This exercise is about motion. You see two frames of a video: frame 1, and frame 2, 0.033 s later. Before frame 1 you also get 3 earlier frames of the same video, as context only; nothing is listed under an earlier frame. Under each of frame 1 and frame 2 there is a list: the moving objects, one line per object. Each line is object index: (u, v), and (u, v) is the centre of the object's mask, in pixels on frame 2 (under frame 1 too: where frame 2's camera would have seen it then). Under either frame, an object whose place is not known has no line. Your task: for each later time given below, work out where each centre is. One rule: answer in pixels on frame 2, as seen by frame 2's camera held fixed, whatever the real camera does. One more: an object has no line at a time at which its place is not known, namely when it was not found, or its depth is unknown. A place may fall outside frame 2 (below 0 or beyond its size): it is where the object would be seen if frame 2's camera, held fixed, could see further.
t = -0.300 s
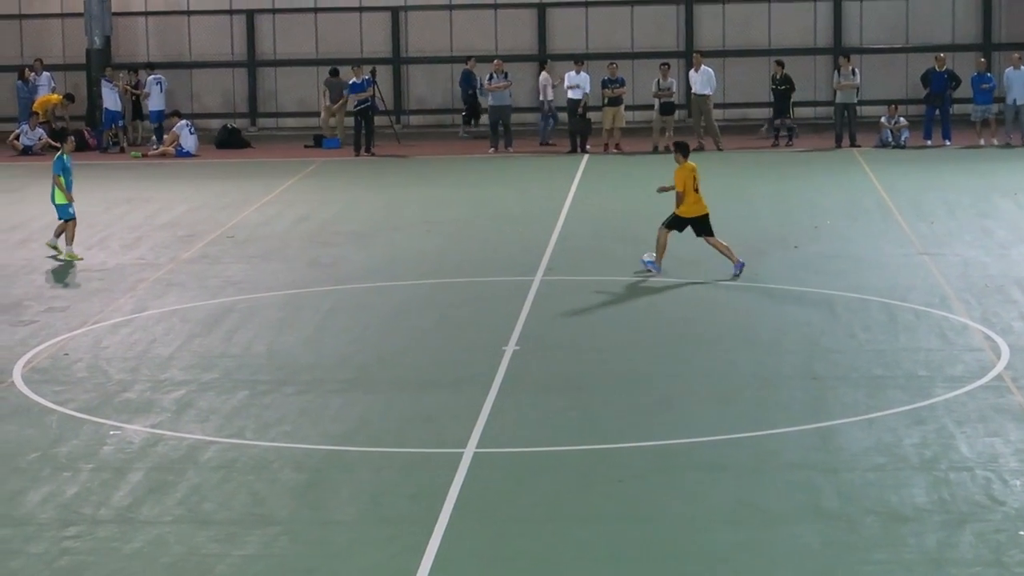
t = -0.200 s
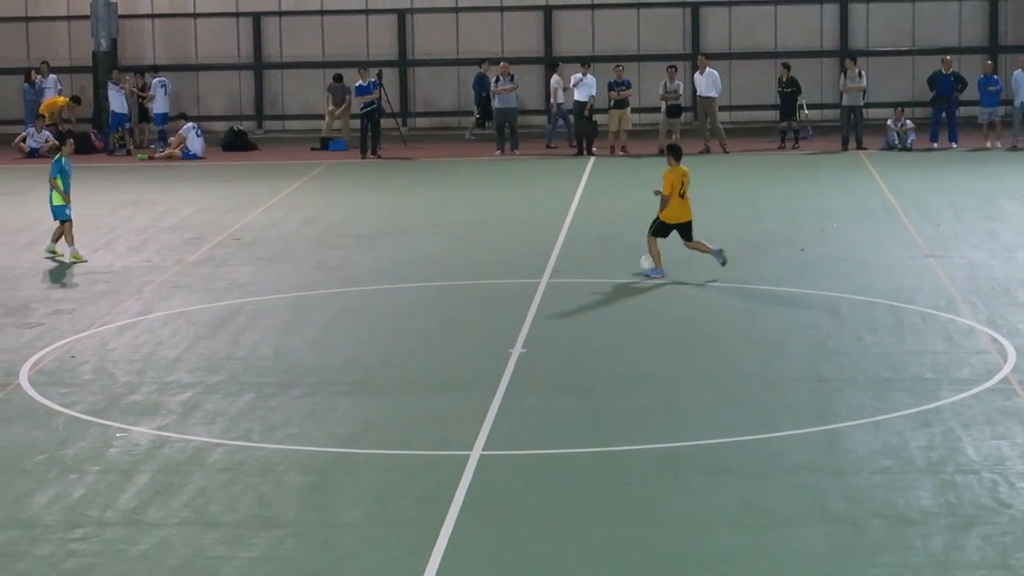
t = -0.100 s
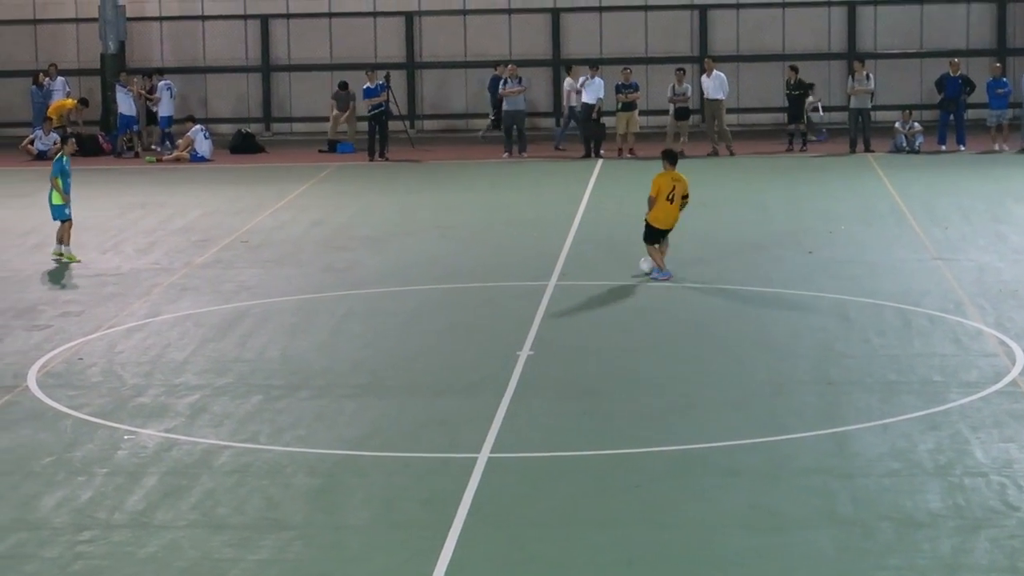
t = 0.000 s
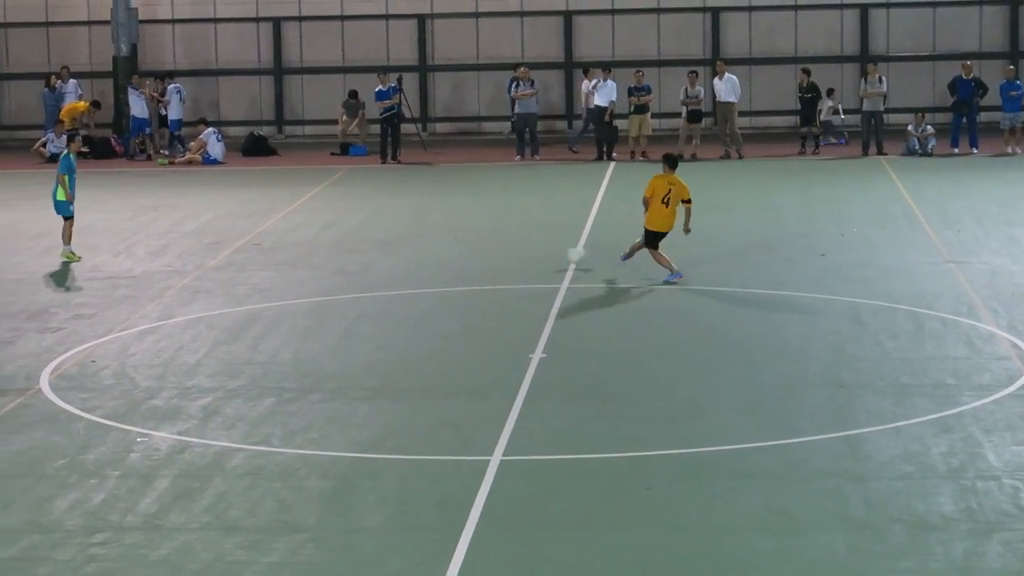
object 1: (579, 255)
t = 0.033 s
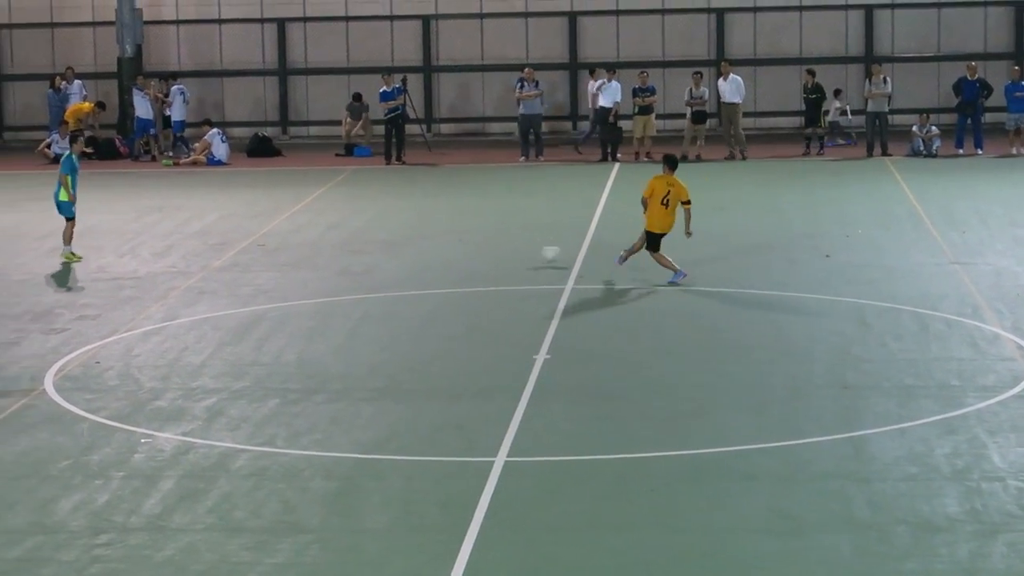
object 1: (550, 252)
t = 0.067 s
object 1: (522, 251)
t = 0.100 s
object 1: (496, 252)
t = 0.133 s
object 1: (472, 250)
